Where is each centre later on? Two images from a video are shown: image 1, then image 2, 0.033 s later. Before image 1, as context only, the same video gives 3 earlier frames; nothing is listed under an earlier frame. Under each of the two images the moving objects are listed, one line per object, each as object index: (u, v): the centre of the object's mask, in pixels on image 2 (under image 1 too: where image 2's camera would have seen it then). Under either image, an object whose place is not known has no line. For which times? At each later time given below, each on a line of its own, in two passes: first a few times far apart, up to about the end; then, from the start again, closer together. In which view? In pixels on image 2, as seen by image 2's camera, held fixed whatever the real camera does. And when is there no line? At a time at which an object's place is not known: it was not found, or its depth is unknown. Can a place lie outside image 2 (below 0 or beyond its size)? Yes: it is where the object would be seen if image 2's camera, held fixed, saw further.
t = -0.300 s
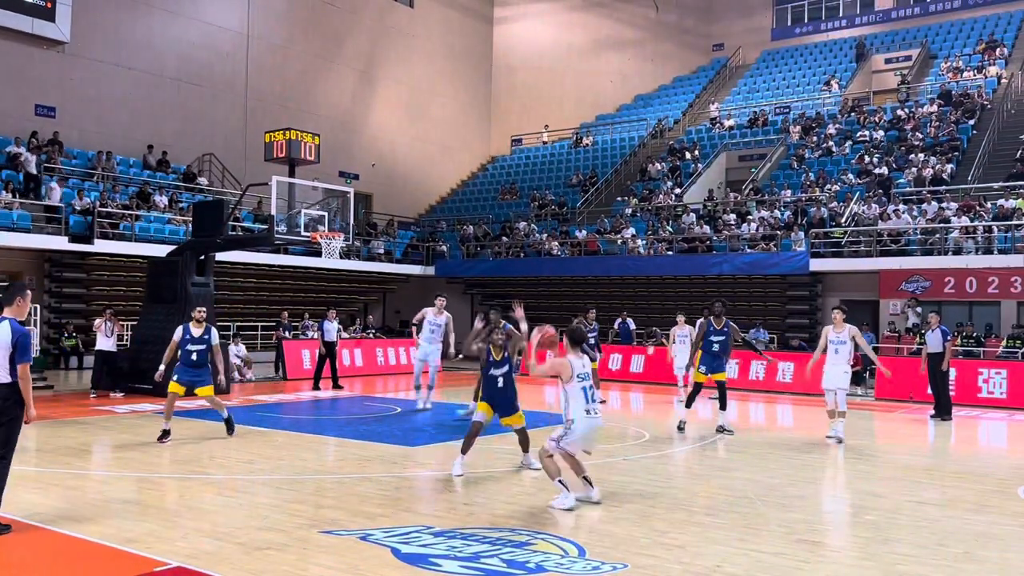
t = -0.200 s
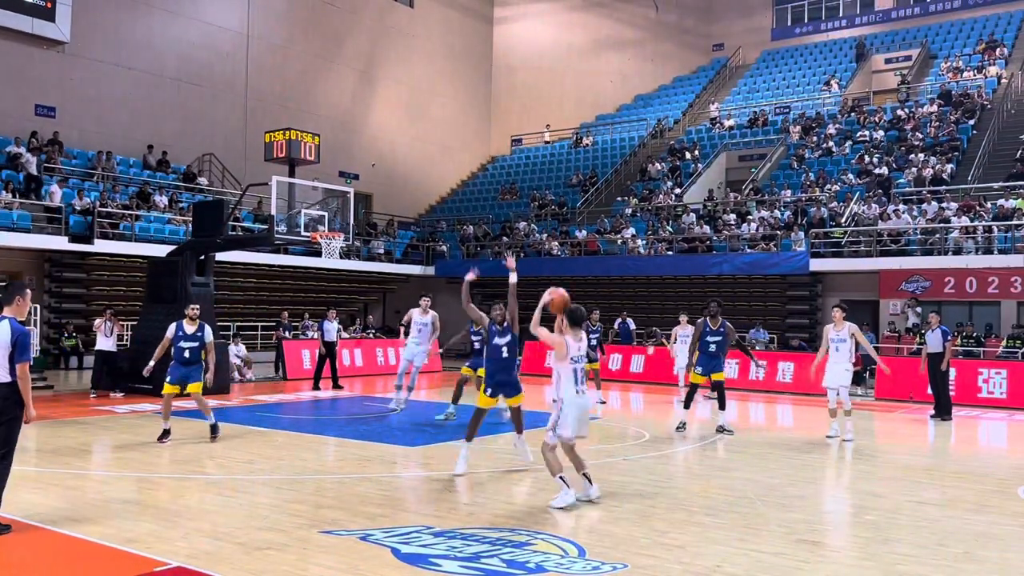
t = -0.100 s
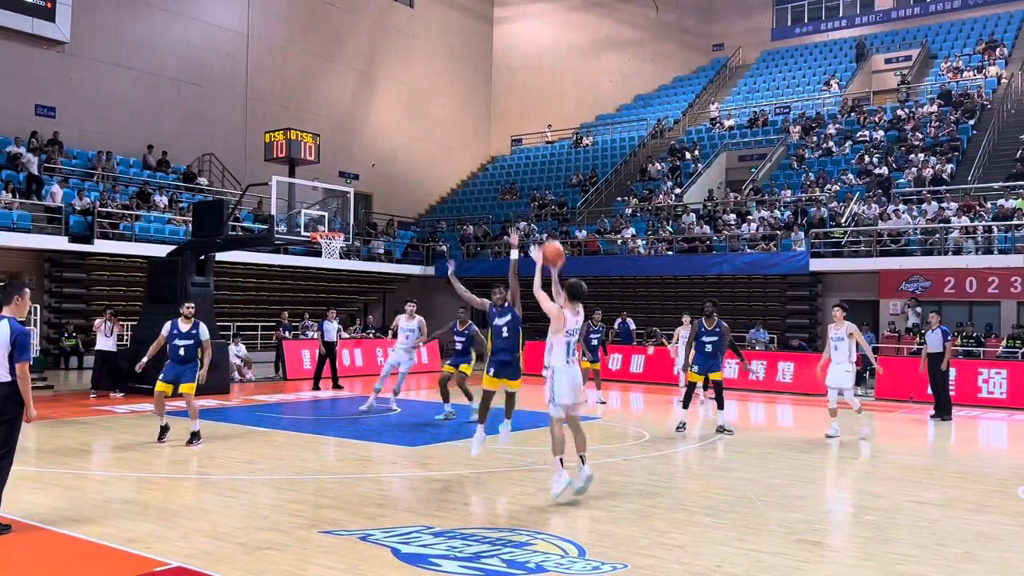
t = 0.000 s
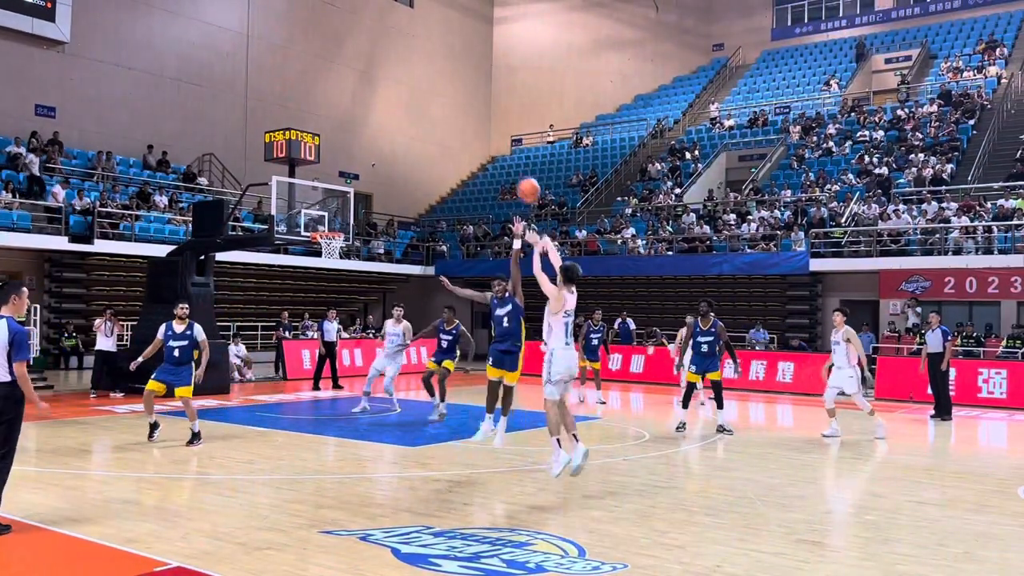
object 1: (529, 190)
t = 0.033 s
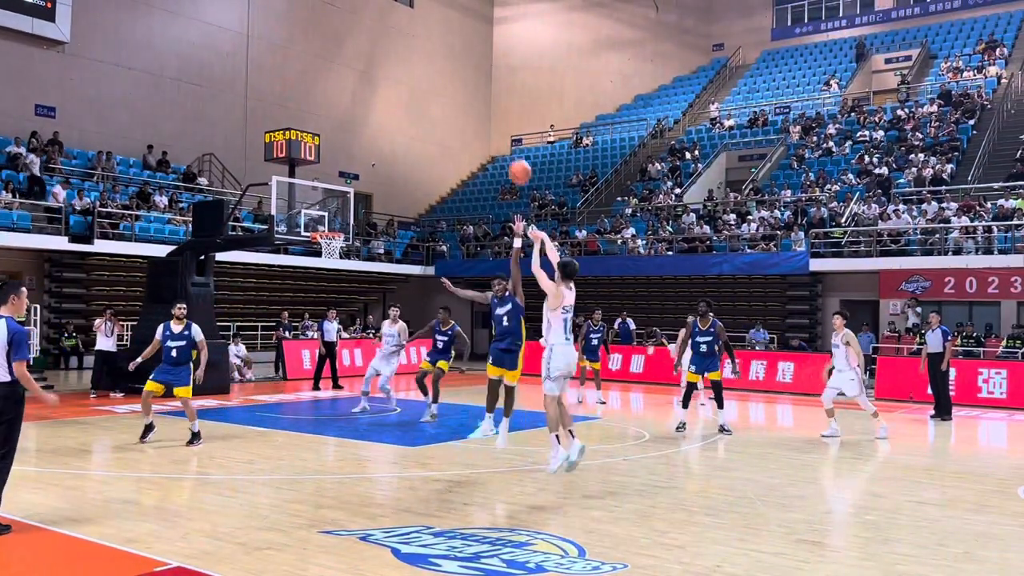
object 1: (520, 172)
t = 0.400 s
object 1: (442, 62)
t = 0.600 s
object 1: (410, 56)
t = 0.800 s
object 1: (383, 76)
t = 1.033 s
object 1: (357, 126)
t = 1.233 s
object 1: (337, 185)
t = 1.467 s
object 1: (344, 205)
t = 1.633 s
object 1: (378, 178)
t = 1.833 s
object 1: (421, 166)
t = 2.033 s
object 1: (466, 177)
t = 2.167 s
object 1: (499, 199)
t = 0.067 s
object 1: (512, 155)
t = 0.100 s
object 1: (502, 140)
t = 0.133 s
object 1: (495, 126)
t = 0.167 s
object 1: (487, 114)
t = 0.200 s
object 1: (480, 103)
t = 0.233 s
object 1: (474, 93)
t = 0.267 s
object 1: (466, 84)
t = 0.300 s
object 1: (460, 77)
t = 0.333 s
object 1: (454, 71)
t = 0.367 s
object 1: (448, 66)
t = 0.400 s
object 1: (442, 62)
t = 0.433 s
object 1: (436, 59)
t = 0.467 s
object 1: (430, 56)
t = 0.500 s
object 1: (425, 55)
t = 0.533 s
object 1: (420, 54)
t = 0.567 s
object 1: (415, 55)
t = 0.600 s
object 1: (410, 56)
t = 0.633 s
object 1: (405, 58)
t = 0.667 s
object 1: (400, 60)
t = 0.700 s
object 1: (396, 63)
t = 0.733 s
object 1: (392, 67)
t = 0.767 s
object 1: (387, 71)
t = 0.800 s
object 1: (383, 76)
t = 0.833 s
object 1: (379, 82)
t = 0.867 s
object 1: (375, 88)
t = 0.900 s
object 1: (372, 95)
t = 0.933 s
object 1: (367, 101)
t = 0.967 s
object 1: (364, 109)
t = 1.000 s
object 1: (360, 117)
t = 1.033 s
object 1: (357, 126)
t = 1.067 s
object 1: (353, 134)
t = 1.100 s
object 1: (350, 144)
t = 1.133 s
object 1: (347, 154)
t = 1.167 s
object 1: (343, 163)
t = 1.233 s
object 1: (337, 185)
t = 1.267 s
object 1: (333, 197)
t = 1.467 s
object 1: (344, 205)
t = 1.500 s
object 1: (351, 199)
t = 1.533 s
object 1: (358, 194)
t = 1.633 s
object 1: (378, 178)
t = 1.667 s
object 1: (385, 175)
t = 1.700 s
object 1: (392, 172)
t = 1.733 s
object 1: (399, 170)
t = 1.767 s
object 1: (406, 168)
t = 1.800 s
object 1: (413, 166)
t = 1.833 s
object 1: (421, 166)
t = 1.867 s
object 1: (428, 166)
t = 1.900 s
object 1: (435, 166)
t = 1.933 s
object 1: (443, 168)
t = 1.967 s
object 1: (450, 170)
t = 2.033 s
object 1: (466, 177)
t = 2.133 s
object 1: (491, 192)
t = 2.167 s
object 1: (499, 199)
